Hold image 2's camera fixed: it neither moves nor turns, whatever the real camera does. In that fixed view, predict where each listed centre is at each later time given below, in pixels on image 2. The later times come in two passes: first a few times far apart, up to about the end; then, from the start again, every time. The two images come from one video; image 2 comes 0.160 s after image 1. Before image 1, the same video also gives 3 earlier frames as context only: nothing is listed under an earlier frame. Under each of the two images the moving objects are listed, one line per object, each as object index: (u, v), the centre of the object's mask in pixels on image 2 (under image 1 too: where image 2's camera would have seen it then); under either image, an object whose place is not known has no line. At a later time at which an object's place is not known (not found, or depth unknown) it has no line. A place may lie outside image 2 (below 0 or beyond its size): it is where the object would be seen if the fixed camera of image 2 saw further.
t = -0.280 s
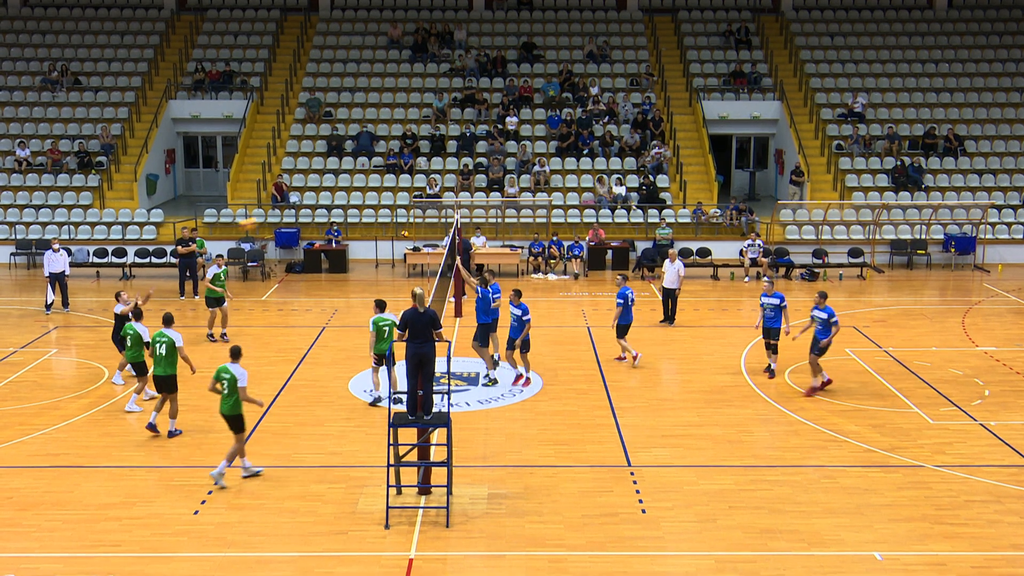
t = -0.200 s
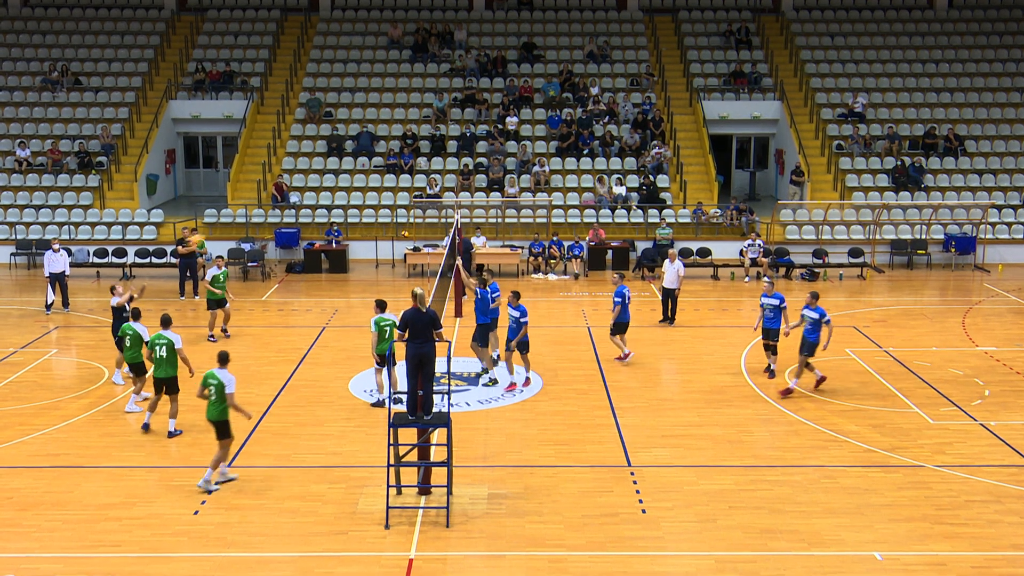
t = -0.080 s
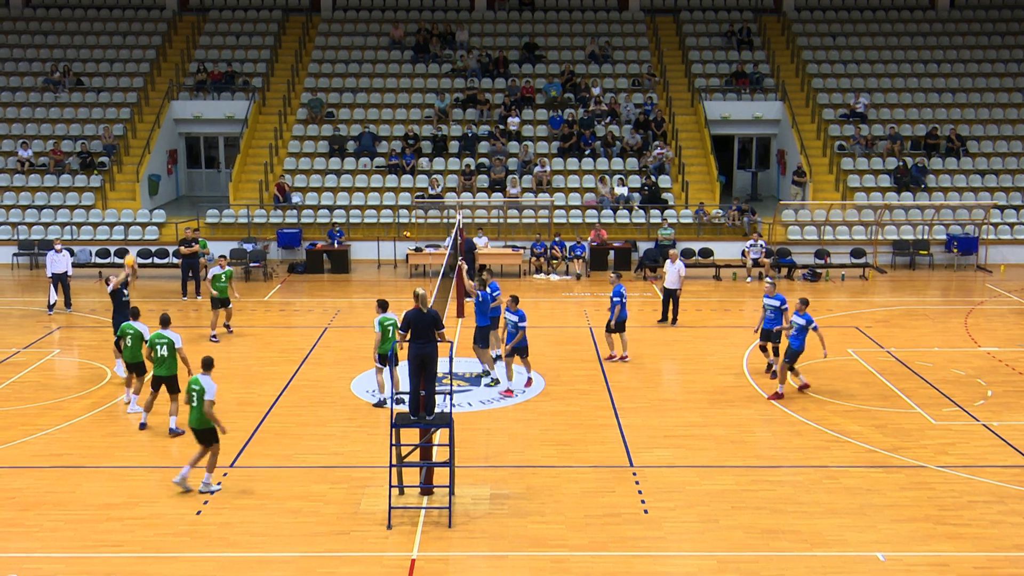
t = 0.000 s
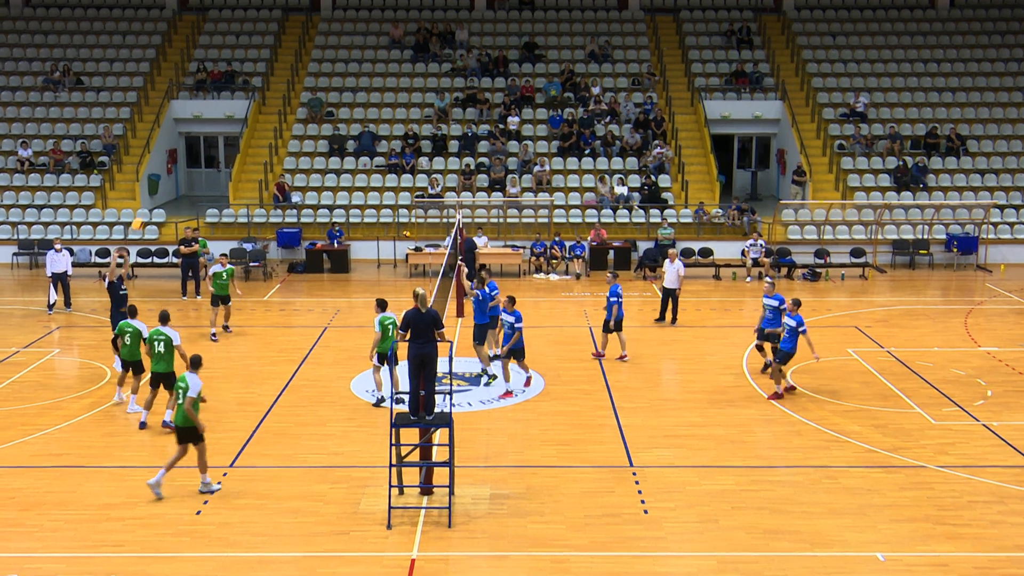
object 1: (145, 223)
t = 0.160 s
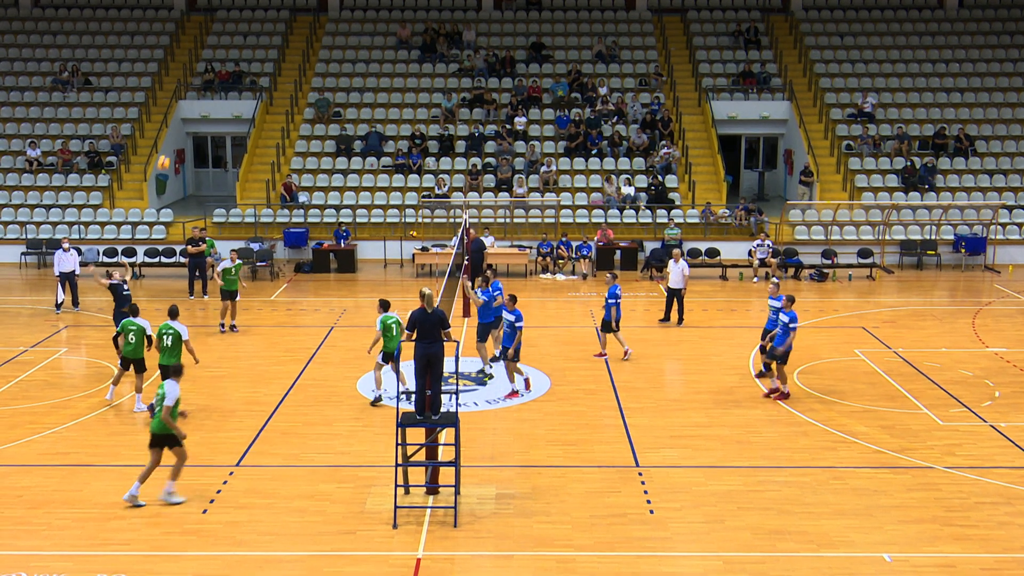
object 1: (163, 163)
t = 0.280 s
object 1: (177, 125)
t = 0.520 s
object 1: (205, 73)
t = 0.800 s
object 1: (239, 53)
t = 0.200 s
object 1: (168, 149)
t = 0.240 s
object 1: (172, 137)
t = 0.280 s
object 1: (177, 125)
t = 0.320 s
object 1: (181, 114)
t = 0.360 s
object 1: (185, 104)
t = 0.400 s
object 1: (190, 95)
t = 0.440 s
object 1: (195, 87)
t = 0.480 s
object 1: (200, 80)
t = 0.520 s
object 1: (205, 73)
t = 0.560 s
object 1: (209, 68)
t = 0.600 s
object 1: (214, 63)
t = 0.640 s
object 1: (219, 59)
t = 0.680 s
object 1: (224, 56)
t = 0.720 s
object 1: (229, 54)
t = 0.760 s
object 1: (234, 53)
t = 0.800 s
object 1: (239, 53)
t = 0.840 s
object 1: (245, 54)
